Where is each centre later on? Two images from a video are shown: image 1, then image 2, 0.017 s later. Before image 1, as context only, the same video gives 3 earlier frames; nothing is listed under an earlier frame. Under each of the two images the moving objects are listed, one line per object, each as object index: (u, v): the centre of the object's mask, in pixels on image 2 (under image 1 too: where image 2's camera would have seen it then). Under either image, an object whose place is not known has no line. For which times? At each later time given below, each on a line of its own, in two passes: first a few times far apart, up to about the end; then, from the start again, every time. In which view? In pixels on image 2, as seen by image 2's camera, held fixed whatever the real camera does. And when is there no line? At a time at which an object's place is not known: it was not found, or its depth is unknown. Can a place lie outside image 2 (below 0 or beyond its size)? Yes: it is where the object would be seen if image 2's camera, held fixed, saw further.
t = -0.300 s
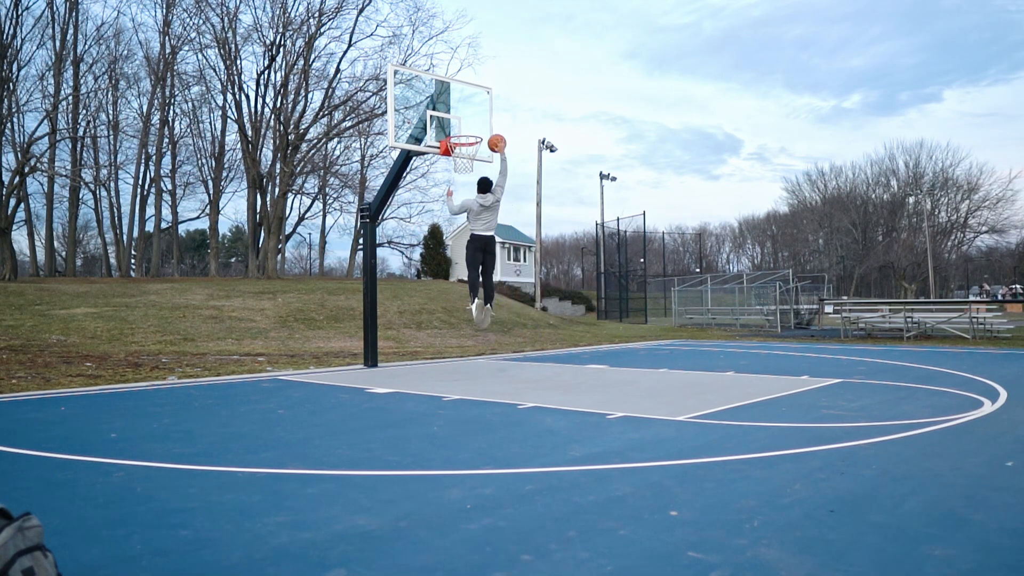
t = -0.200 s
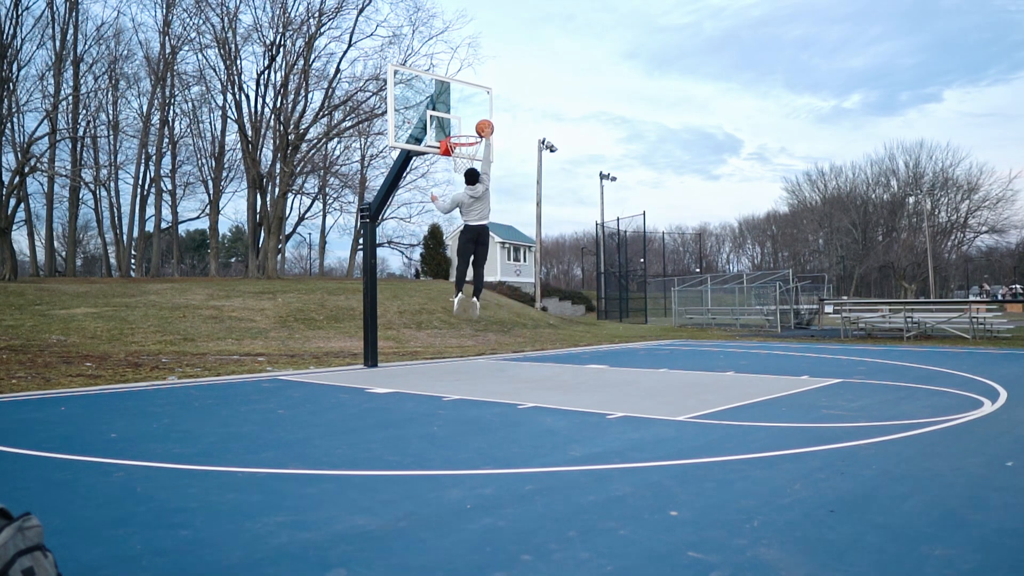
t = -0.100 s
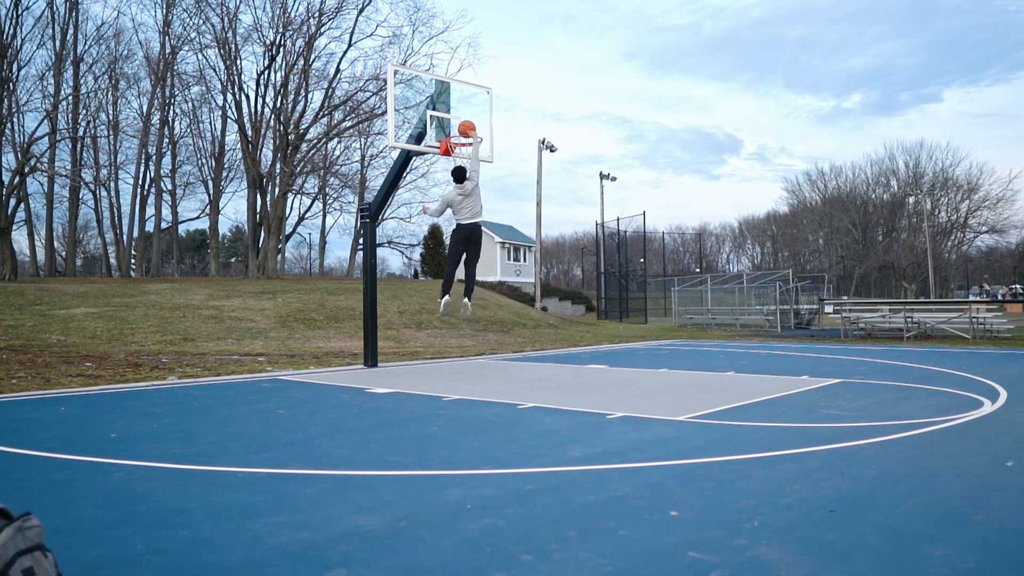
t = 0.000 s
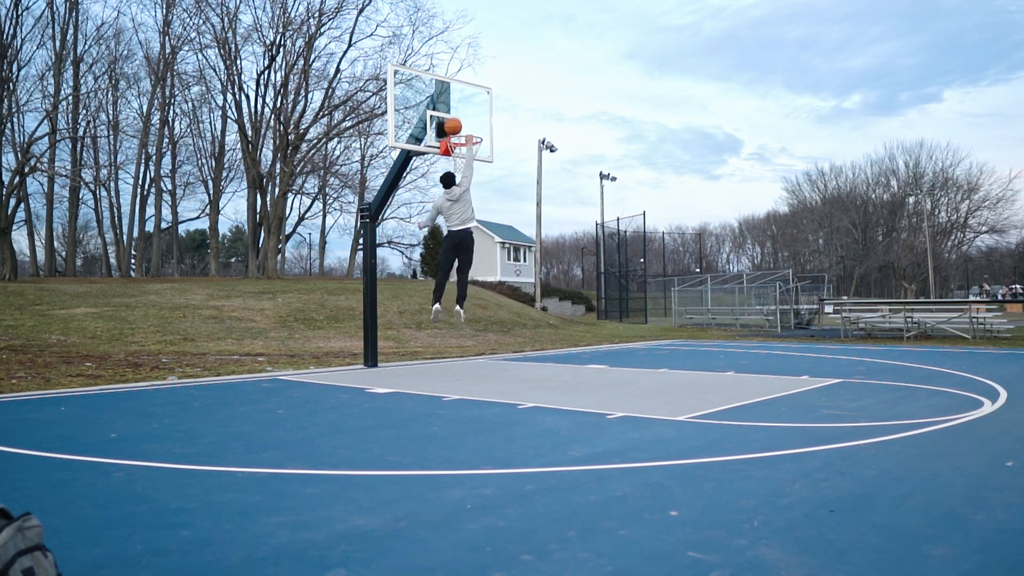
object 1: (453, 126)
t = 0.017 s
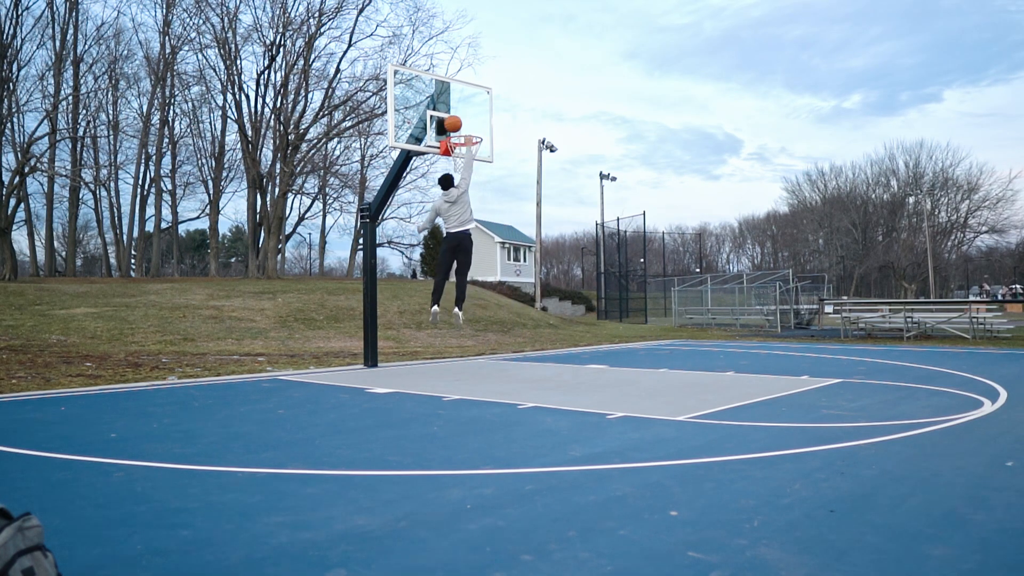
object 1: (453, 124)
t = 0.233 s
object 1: (465, 105)
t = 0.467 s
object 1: (480, 123)
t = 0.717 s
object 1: (492, 131)
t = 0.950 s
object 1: (504, 171)
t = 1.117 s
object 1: (513, 225)
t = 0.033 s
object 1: (454, 121)
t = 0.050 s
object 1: (454, 119)
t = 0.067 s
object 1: (455, 116)
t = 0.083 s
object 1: (456, 114)
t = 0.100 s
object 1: (457, 112)
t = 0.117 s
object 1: (458, 111)
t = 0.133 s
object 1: (460, 109)
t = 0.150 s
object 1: (461, 108)
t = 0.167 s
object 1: (462, 107)
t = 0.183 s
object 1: (462, 106)
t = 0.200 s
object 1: (463, 105)
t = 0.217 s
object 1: (464, 105)
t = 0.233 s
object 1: (465, 105)
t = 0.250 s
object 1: (466, 105)
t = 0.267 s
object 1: (467, 105)
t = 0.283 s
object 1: (468, 105)
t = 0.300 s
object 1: (469, 106)
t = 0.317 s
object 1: (470, 107)
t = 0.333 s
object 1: (471, 107)
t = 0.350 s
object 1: (473, 109)
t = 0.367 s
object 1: (474, 110)
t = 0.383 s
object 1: (475, 112)
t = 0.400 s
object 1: (476, 113)
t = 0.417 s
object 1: (477, 115)
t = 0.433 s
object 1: (478, 118)
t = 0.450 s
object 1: (479, 120)
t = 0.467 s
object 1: (480, 123)
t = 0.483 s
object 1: (481, 125)
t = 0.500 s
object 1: (482, 128)
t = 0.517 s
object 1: (483, 128)
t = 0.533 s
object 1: (484, 128)
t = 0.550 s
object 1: (484, 127)
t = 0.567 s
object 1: (485, 127)
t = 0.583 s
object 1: (486, 126)
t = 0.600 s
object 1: (487, 126)
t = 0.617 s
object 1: (487, 126)
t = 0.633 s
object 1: (488, 126)
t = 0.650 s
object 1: (489, 127)
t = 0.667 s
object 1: (490, 127)
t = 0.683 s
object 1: (490, 128)
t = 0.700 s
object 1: (491, 129)
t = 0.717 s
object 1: (492, 131)
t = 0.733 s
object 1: (493, 132)
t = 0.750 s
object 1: (494, 134)
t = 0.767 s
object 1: (495, 136)
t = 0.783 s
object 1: (495, 138)
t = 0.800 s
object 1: (496, 140)
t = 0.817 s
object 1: (497, 143)
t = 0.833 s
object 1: (498, 146)
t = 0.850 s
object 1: (499, 149)
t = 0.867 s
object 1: (499, 152)
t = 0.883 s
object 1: (500, 155)
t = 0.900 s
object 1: (501, 158)
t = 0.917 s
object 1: (502, 162)
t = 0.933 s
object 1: (503, 166)
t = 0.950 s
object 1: (504, 171)
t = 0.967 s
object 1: (505, 175)
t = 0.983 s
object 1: (506, 180)
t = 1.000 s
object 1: (506, 185)
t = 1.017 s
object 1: (507, 190)
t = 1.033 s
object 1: (508, 195)
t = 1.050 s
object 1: (509, 201)
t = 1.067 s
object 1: (510, 206)
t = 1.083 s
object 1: (511, 212)
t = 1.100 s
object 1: (512, 219)
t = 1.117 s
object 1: (513, 225)
